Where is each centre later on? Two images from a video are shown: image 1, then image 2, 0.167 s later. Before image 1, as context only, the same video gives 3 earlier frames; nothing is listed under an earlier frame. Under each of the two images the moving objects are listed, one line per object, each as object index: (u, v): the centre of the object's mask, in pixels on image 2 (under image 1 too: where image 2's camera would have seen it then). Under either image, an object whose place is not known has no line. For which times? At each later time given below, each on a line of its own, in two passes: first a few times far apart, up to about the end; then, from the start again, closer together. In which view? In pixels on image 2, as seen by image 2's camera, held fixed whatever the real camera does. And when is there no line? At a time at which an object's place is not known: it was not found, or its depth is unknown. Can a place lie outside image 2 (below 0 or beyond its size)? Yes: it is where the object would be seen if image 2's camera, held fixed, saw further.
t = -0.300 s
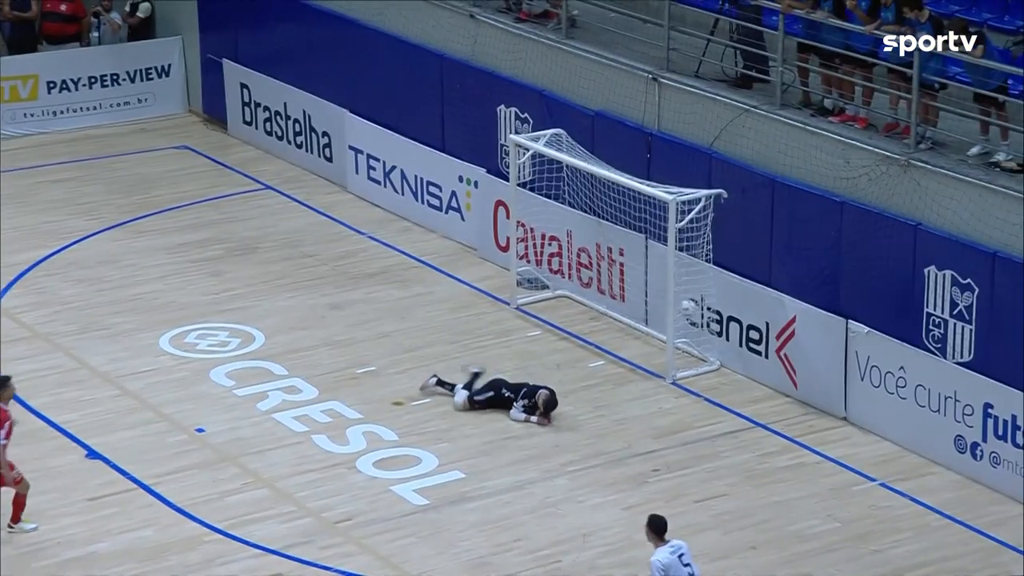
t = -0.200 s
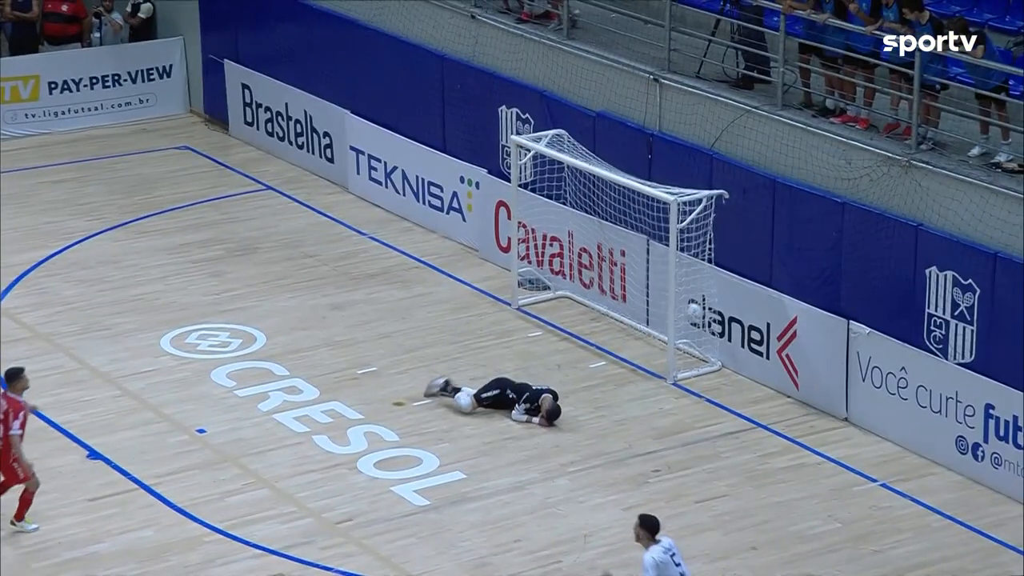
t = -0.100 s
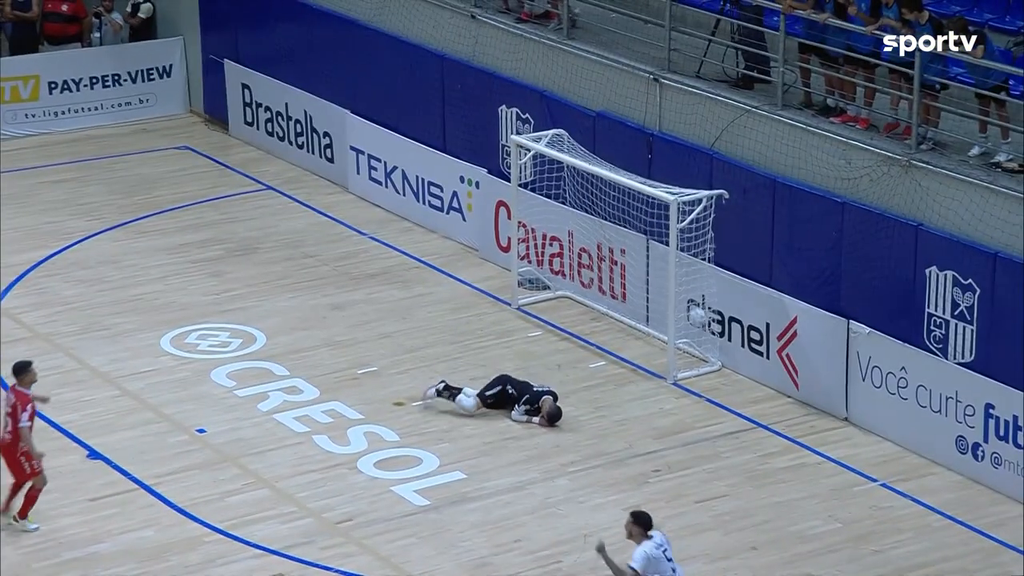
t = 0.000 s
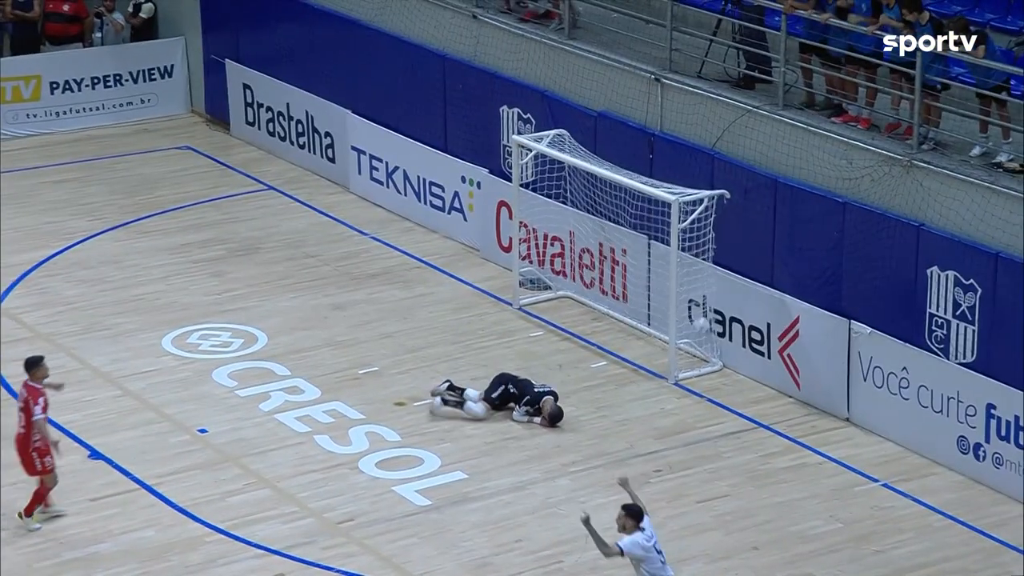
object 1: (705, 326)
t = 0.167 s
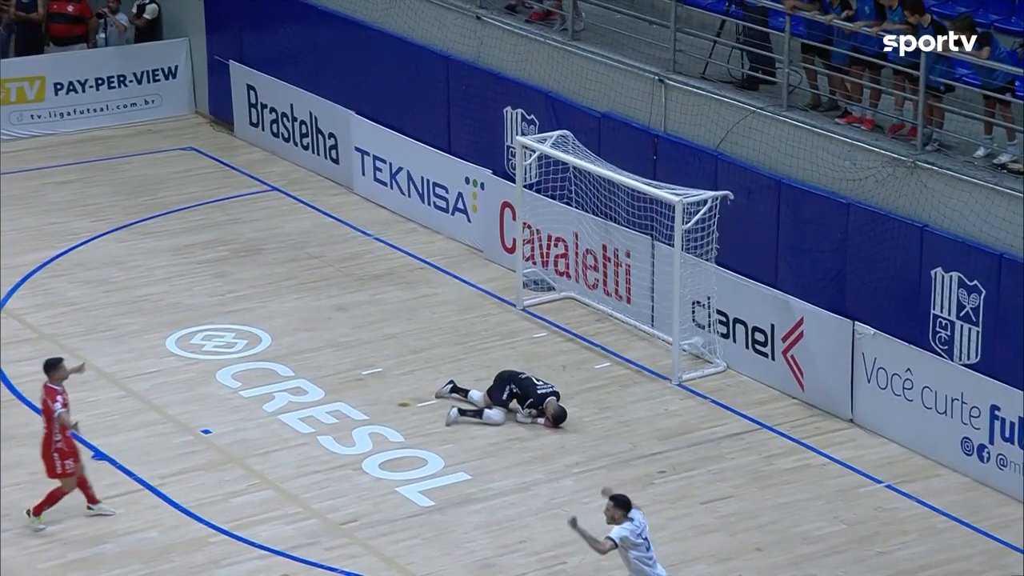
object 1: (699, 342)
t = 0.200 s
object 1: (696, 353)
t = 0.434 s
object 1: (667, 354)
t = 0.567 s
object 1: (659, 358)
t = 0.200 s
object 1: (696, 353)
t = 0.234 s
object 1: (691, 352)
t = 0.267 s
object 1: (687, 353)
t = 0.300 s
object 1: (685, 359)
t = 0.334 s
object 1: (683, 359)
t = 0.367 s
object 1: (682, 357)
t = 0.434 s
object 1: (667, 354)
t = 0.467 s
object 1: (666, 355)
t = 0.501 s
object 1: (664, 356)
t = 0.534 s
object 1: (662, 357)
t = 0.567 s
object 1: (659, 358)
